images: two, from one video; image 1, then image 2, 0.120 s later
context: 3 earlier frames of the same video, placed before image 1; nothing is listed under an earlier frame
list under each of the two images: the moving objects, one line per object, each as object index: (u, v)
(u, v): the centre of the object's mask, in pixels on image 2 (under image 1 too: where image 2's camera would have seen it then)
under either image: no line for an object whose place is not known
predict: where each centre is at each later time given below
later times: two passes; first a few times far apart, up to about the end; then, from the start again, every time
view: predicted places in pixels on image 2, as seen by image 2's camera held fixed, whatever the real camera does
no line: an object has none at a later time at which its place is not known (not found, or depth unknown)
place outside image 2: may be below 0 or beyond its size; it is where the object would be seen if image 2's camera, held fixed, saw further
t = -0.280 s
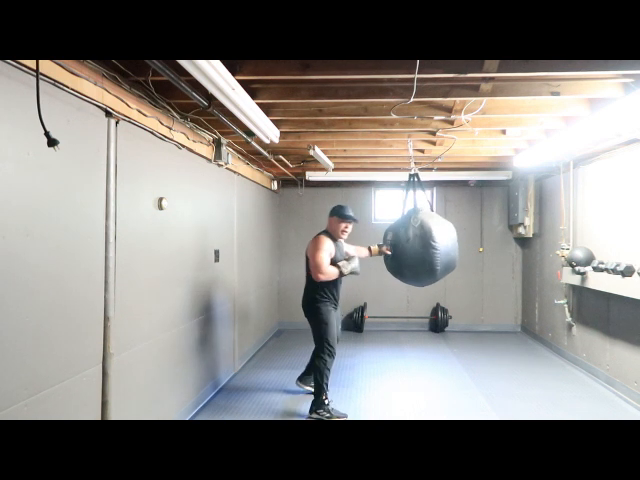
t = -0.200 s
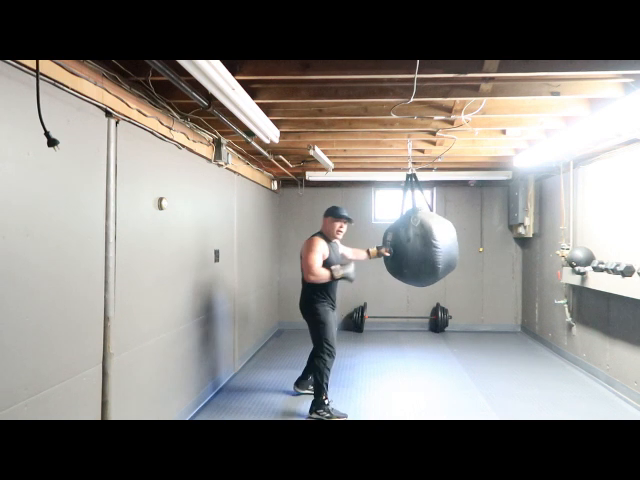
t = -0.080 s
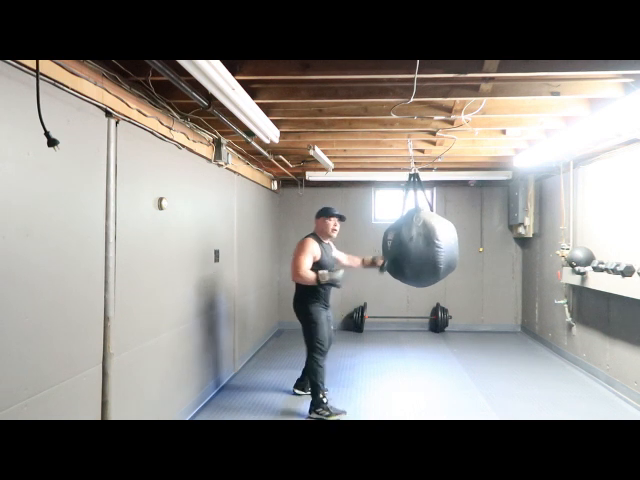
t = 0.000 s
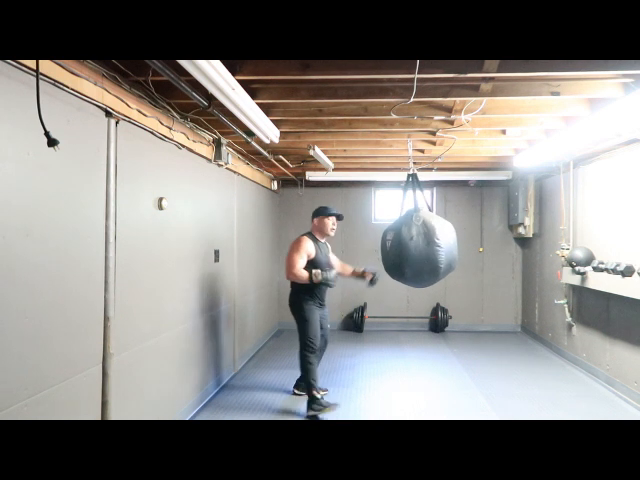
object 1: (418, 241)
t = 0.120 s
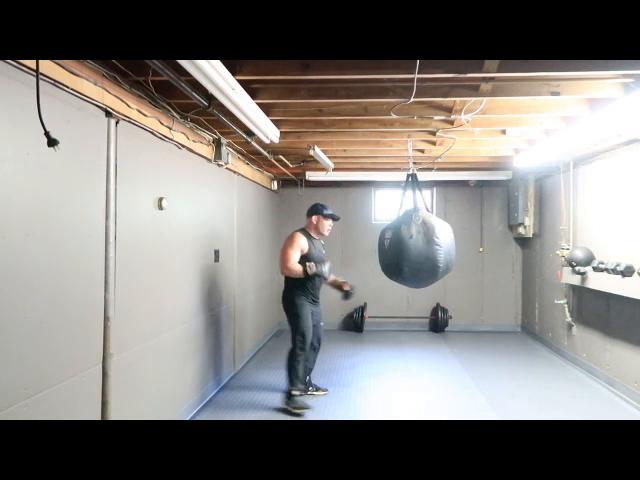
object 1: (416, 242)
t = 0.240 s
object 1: (412, 244)
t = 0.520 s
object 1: (403, 244)
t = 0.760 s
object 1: (398, 244)
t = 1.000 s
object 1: (400, 245)
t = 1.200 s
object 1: (406, 245)
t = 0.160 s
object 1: (415, 242)
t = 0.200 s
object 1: (414, 244)
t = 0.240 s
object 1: (412, 244)
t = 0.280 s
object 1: (411, 244)
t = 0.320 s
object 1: (410, 244)
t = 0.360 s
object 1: (408, 245)
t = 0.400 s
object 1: (407, 245)
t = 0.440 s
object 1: (406, 245)
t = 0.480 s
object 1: (404, 245)
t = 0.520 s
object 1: (403, 244)
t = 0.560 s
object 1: (402, 244)
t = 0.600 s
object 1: (401, 244)
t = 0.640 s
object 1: (400, 244)
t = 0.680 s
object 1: (399, 244)
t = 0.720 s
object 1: (399, 244)
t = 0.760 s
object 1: (398, 244)
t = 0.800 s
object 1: (398, 244)
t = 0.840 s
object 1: (398, 244)
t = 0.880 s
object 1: (398, 245)
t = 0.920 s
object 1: (399, 245)
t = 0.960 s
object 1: (399, 245)
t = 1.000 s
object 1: (400, 245)
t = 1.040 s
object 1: (401, 245)
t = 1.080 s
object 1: (402, 245)
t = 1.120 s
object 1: (403, 245)
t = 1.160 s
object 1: (404, 245)
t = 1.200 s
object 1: (406, 245)
